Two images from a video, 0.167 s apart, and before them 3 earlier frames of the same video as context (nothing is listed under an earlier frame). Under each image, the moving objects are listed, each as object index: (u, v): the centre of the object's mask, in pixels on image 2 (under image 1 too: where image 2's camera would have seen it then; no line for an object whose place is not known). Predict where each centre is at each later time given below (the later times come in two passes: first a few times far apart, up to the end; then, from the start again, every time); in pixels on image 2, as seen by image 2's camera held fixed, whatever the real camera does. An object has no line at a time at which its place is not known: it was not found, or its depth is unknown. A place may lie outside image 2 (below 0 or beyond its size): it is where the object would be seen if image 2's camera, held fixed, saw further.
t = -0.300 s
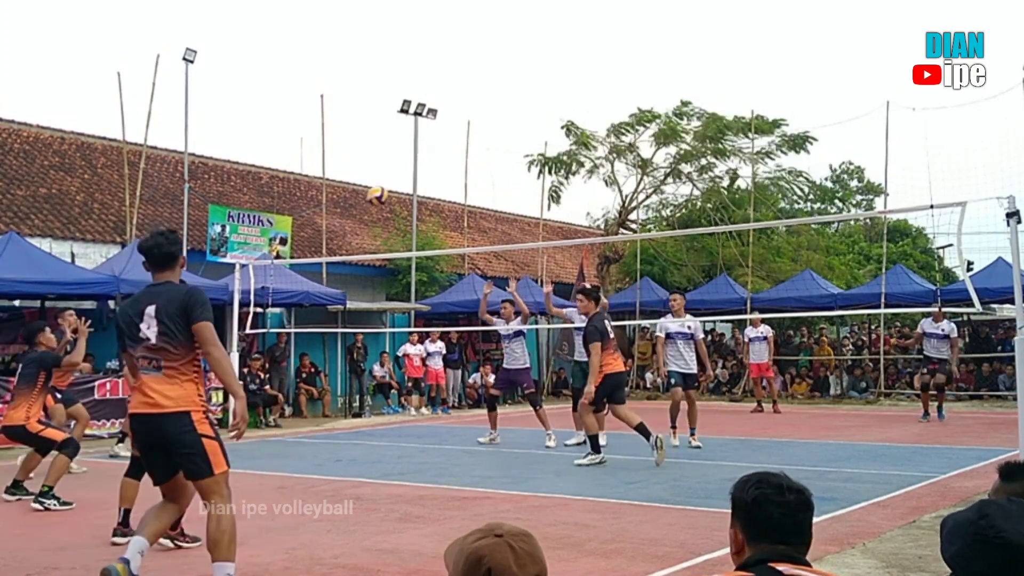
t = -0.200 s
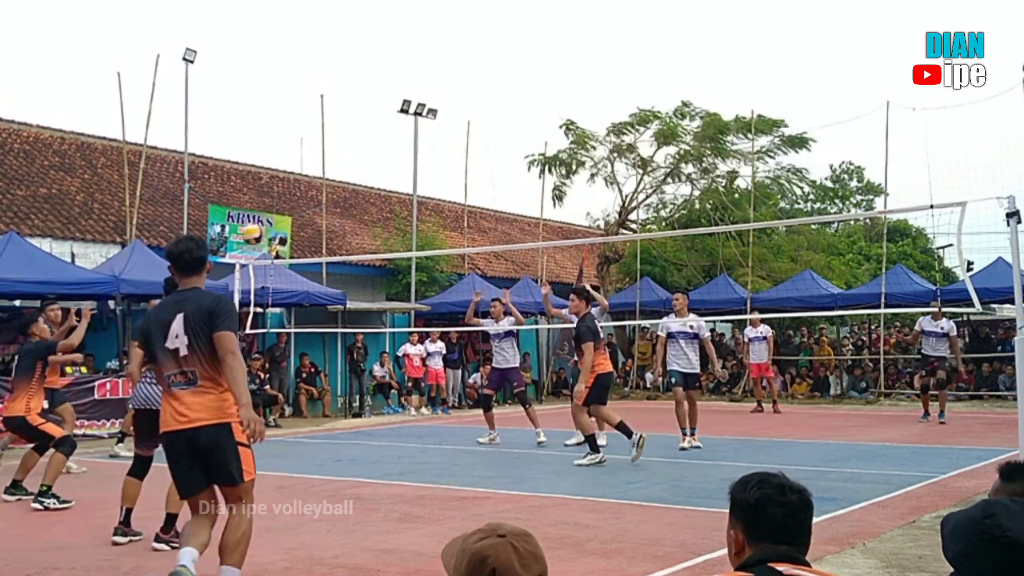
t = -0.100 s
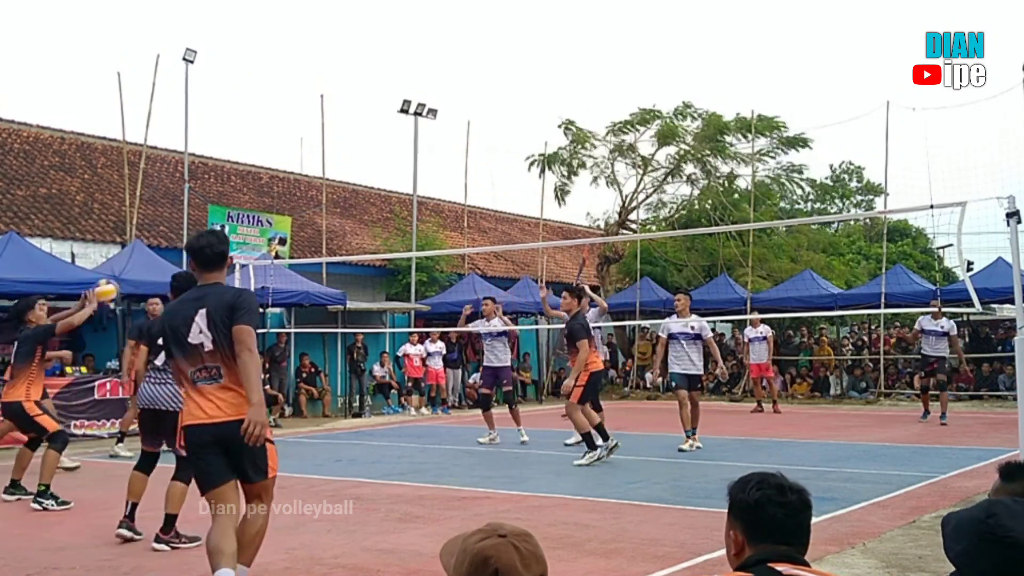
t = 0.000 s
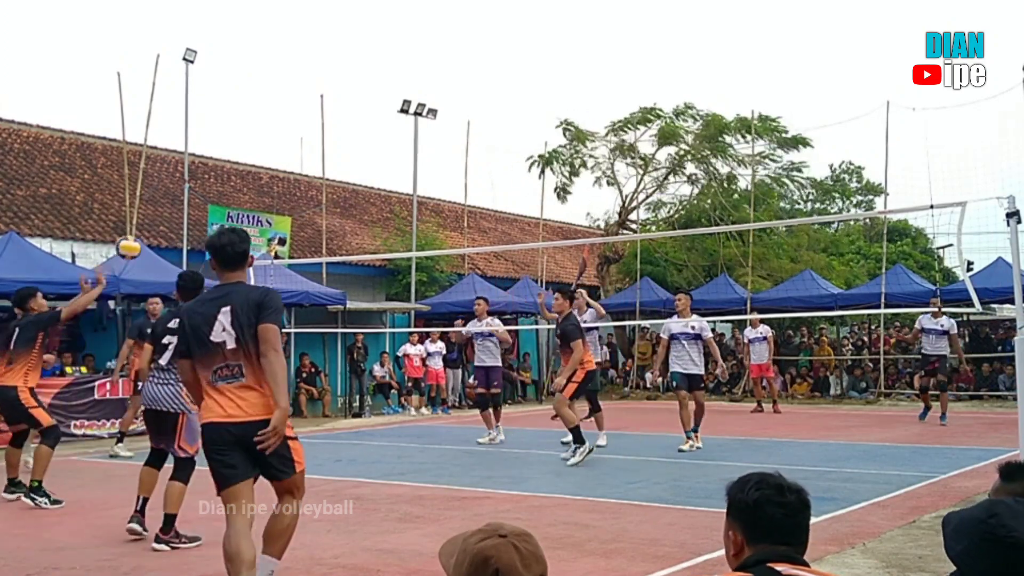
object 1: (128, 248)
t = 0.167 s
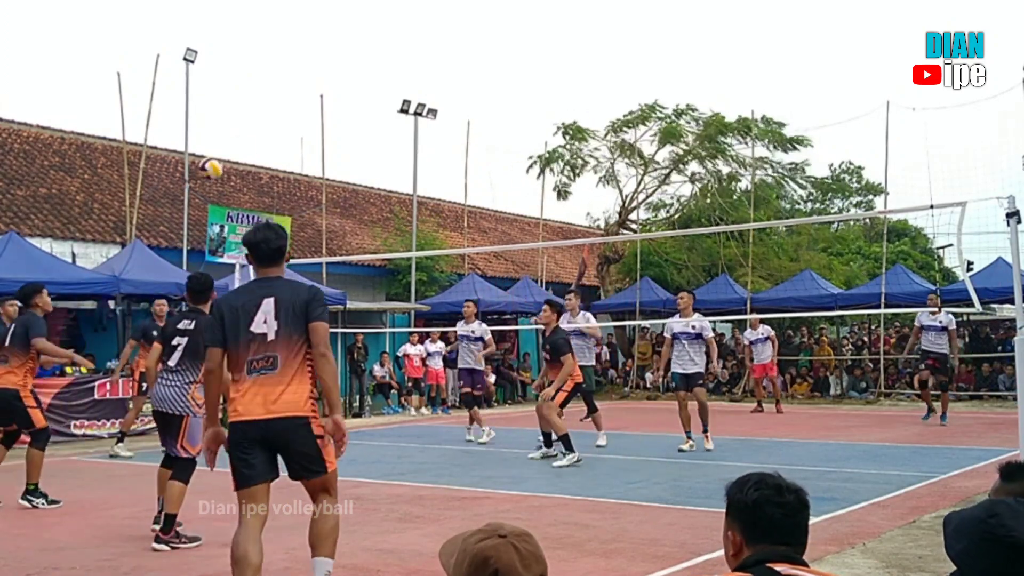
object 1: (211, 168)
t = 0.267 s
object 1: (256, 139)
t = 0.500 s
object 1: (353, 112)
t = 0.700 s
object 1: (427, 133)
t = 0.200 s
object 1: (226, 157)
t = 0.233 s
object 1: (242, 147)
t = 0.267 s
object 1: (256, 139)
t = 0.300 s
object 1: (271, 131)
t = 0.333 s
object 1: (286, 125)
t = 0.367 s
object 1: (300, 120)
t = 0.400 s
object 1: (313, 116)
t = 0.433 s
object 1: (327, 113)
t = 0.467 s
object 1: (340, 112)
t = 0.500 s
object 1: (353, 112)
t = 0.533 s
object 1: (366, 113)
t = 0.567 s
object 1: (379, 115)
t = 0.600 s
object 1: (391, 118)
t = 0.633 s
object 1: (403, 122)
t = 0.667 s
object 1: (415, 128)
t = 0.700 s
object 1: (427, 133)
